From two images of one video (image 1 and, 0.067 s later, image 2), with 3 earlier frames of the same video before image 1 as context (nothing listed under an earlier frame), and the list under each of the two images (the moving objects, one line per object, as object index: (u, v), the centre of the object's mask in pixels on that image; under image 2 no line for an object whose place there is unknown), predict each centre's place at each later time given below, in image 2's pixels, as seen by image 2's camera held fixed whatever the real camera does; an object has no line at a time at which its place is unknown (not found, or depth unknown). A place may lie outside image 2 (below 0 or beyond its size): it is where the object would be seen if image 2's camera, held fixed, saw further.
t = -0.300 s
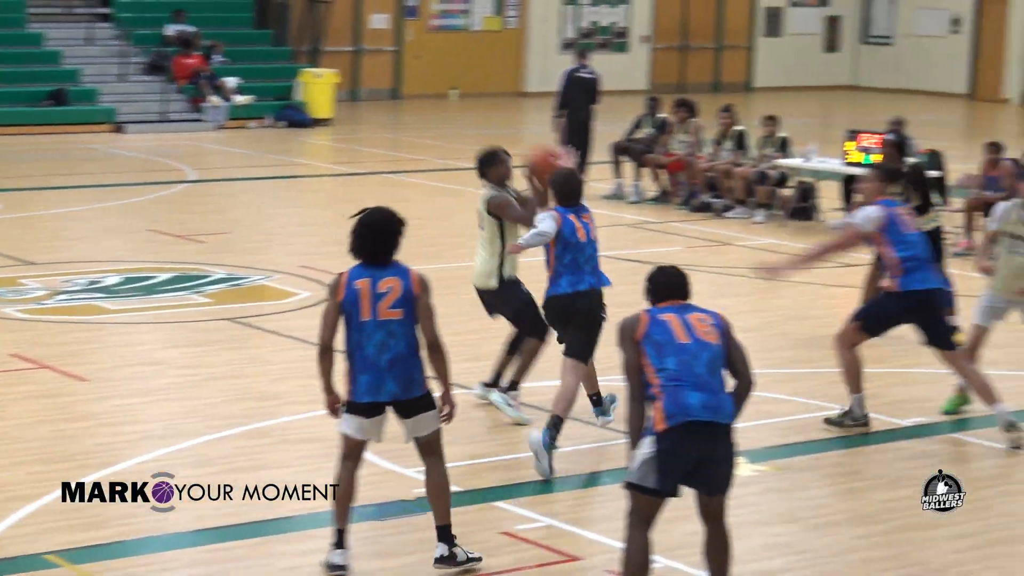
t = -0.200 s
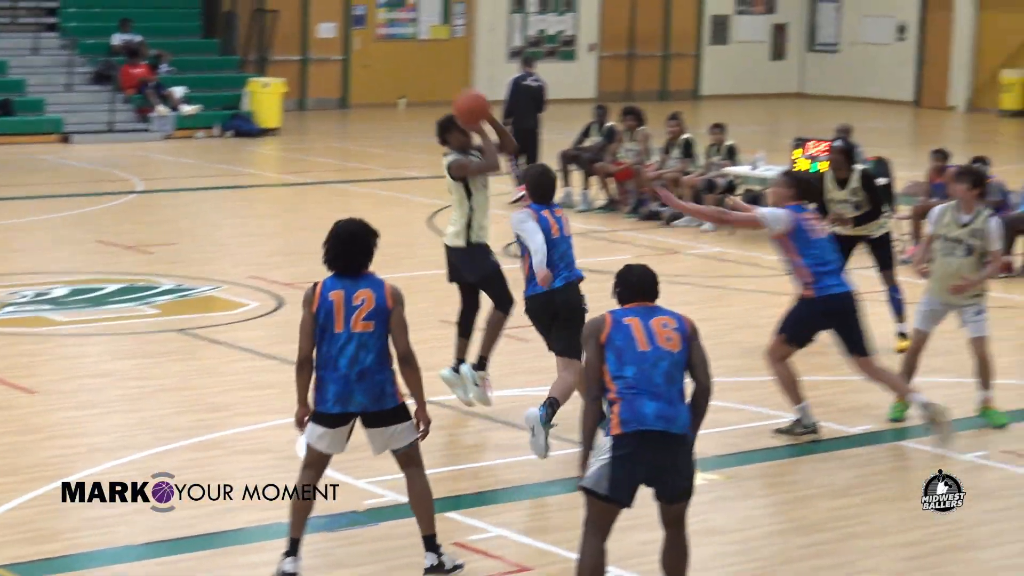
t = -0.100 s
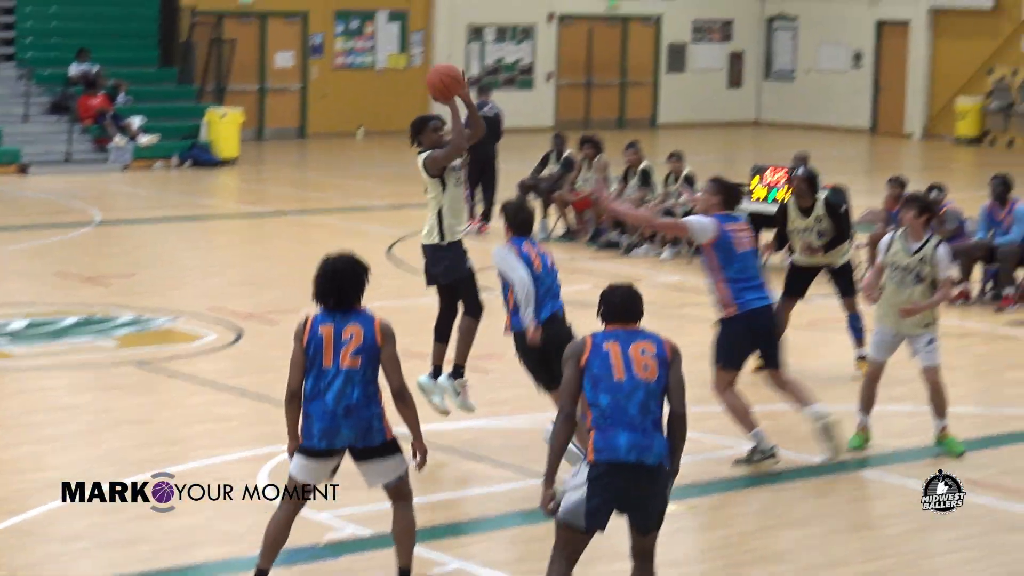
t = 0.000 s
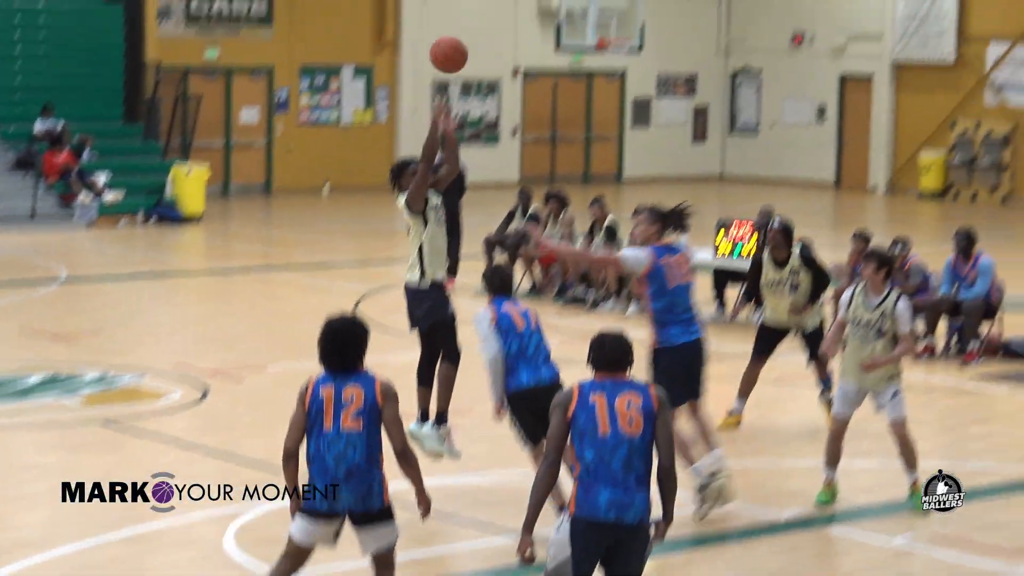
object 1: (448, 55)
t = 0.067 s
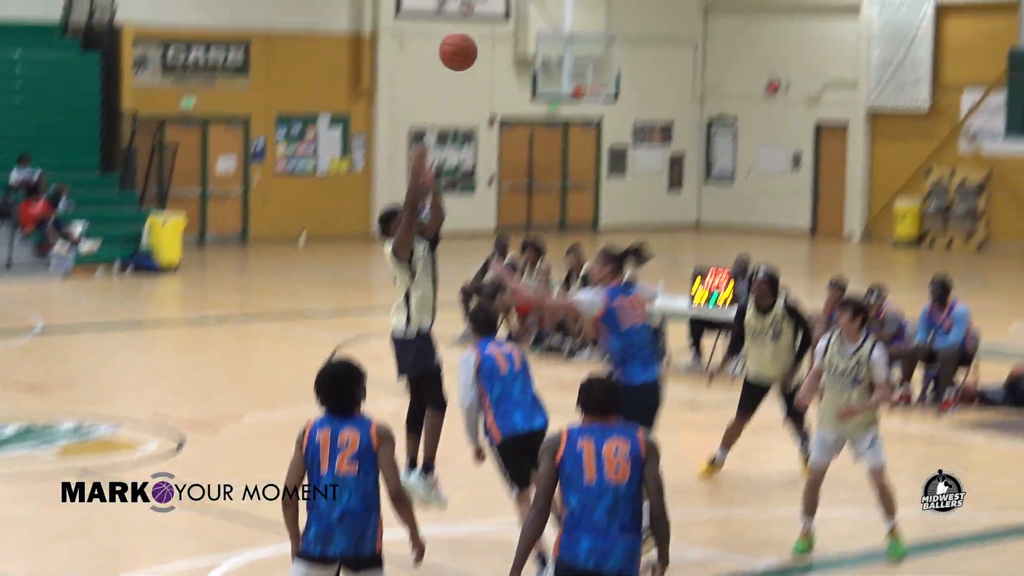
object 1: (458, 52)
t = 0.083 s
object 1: (466, 40)
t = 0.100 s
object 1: (473, 28)
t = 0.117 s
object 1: (481, 17)
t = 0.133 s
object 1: (490, 6)
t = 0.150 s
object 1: (498, -5)
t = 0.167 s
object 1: (506, -16)
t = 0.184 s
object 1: (515, -26)
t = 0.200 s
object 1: (523, -36)
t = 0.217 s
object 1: (532, -45)
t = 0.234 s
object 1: (540, -54)
